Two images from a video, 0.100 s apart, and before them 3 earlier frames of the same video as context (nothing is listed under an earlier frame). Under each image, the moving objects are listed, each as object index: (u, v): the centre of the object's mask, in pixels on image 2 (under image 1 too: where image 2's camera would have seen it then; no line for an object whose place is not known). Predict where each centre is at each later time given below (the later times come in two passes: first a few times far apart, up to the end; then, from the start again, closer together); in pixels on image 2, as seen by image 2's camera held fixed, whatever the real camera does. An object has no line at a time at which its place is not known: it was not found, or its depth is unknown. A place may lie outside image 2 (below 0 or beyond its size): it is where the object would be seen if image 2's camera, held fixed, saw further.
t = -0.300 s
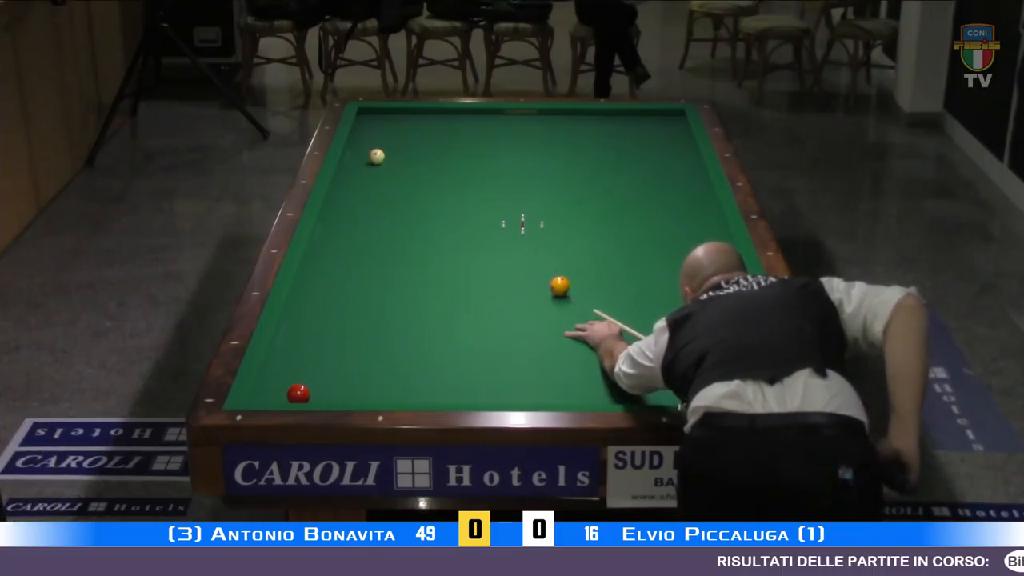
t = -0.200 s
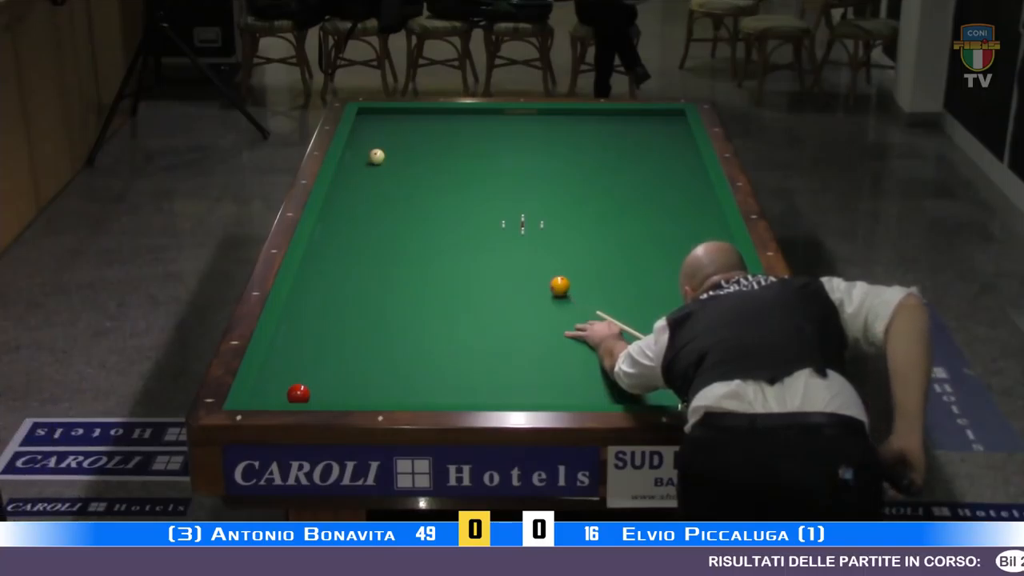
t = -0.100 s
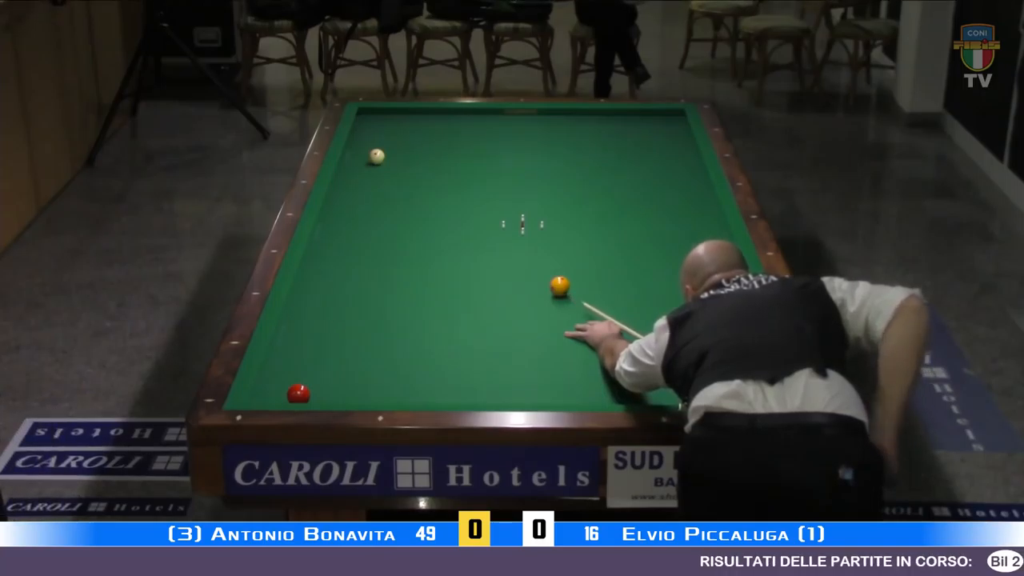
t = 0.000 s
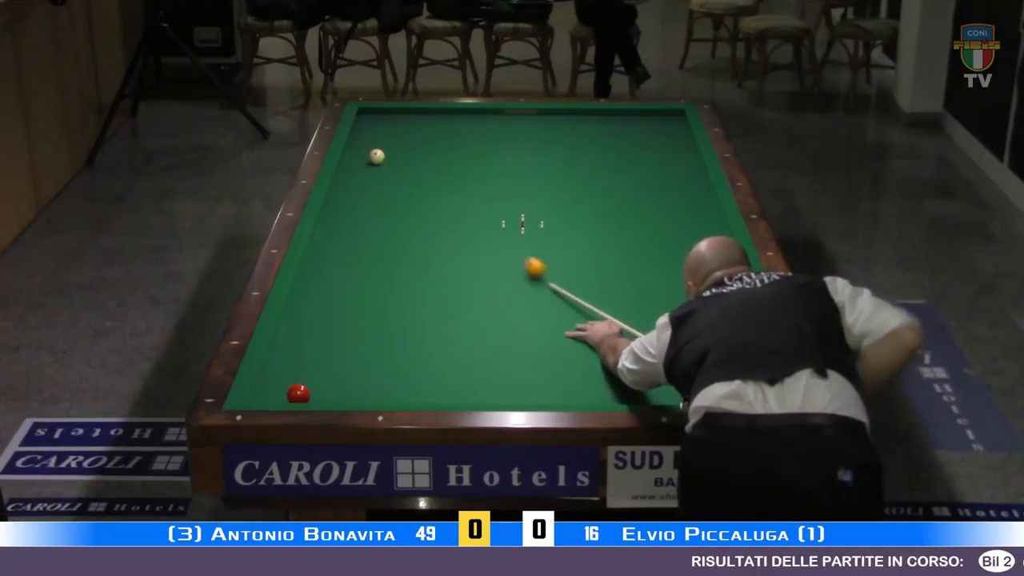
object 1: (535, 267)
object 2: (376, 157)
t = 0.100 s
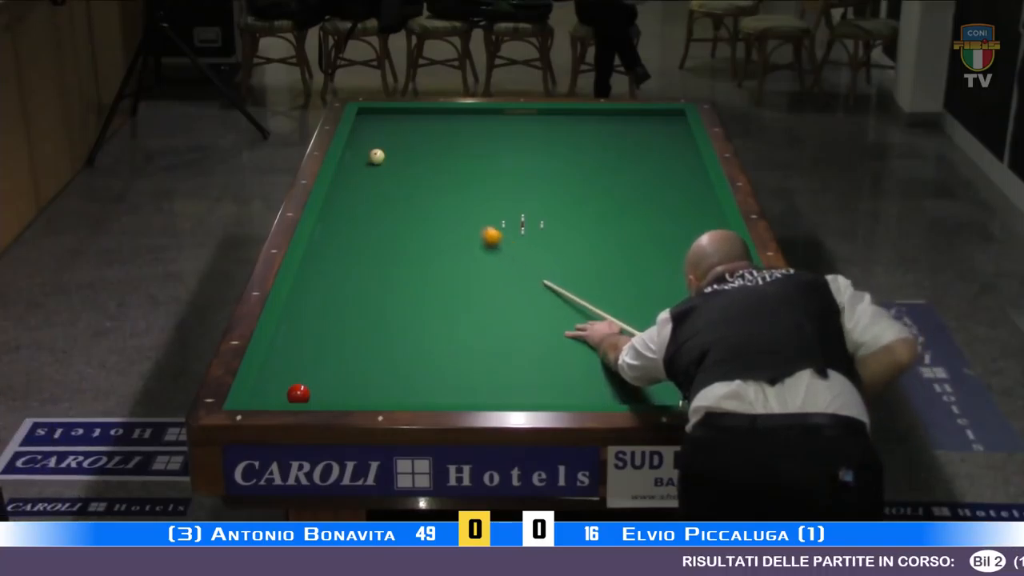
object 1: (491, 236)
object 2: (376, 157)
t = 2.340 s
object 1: (484, 132)
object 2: (680, 157)
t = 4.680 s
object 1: (559, 111)
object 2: (441, 260)
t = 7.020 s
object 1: (581, 115)
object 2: (323, 365)
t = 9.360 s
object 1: (581, 115)
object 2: (389, 383)
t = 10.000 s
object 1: (581, 115)
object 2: (399, 379)
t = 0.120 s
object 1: (483, 231)
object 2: (376, 157)
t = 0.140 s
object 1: (476, 225)
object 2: (376, 157)
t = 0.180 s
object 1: (461, 215)
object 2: (376, 157)
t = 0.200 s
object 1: (454, 210)
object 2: (376, 157)
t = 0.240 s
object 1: (441, 201)
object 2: (376, 157)
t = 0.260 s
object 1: (435, 196)
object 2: (376, 157)
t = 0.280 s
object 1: (428, 192)
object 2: (376, 157)
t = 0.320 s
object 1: (417, 183)
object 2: (376, 157)
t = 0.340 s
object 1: (411, 179)
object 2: (376, 157)
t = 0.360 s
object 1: (406, 175)
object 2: (376, 157)
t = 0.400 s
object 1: (395, 168)
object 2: (376, 157)
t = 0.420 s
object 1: (391, 164)
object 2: (375, 157)
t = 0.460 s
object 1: (386, 160)
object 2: (370, 154)
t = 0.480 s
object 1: (388, 160)
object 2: (364, 151)
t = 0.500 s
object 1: (390, 159)
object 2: (357, 149)
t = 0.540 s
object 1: (392, 159)
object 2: (354, 143)
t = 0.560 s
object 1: (393, 158)
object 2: (360, 142)
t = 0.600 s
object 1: (396, 157)
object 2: (372, 138)
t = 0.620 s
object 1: (397, 157)
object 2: (378, 137)
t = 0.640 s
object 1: (398, 157)
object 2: (383, 135)
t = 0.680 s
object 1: (401, 156)
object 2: (394, 132)
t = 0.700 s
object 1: (402, 156)
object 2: (399, 131)
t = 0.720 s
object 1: (403, 155)
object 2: (404, 129)
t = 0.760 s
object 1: (405, 155)
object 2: (413, 127)
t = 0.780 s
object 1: (406, 154)
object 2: (417, 126)
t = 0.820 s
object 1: (409, 154)
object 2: (426, 123)
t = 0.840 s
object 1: (410, 153)
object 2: (430, 122)
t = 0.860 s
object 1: (411, 153)
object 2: (433, 120)
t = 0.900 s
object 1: (413, 152)
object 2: (441, 118)
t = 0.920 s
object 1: (415, 152)
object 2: (445, 117)
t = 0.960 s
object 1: (417, 151)
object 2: (453, 115)
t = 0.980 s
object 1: (418, 151)
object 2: (456, 114)
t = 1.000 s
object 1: (419, 151)
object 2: (460, 113)
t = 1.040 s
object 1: (421, 150)
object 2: (467, 111)
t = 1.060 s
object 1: (422, 150)
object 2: (471, 111)
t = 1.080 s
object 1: (423, 149)
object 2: (475, 112)
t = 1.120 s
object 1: (425, 149)
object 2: (482, 114)
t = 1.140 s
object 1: (427, 148)
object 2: (485, 114)
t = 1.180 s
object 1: (429, 148)
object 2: (493, 116)
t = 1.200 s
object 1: (430, 148)
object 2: (496, 117)
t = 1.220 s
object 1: (431, 147)
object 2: (500, 117)
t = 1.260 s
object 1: (433, 147)
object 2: (507, 118)
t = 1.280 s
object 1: (434, 146)
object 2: (511, 119)
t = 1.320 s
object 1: (436, 146)
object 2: (519, 121)
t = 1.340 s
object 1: (437, 145)
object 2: (522, 121)
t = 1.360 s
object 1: (438, 145)
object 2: (526, 122)
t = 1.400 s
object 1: (440, 145)
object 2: (533, 123)
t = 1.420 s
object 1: (442, 144)
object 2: (537, 124)
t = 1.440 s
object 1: (443, 144)
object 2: (541, 125)
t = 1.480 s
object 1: (445, 143)
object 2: (549, 126)
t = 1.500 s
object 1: (445, 143)
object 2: (552, 127)
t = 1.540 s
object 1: (447, 142)
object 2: (560, 128)
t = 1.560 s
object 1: (448, 142)
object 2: (563, 129)
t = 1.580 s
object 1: (449, 142)
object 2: (567, 129)
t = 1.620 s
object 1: (452, 141)
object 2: (575, 131)
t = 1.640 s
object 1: (453, 141)
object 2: (579, 132)
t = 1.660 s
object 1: (453, 141)
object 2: (582, 132)
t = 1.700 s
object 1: (455, 140)
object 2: (590, 134)
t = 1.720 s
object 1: (456, 140)
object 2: (594, 135)
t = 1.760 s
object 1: (458, 140)
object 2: (602, 136)
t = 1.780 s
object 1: (459, 139)
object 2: (605, 137)
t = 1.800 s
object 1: (460, 139)
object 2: (609, 137)
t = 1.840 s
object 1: (462, 138)
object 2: (617, 139)
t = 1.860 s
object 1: (463, 138)
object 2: (621, 139)
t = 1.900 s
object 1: (465, 137)
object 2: (629, 141)
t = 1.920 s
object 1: (466, 137)
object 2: (633, 142)
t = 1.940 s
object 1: (467, 137)
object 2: (637, 142)
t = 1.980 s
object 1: (469, 136)
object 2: (644, 144)
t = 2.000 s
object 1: (469, 136)
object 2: (648, 144)
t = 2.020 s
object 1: (470, 136)
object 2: (652, 145)
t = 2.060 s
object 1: (472, 136)
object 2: (660, 146)
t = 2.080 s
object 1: (473, 135)
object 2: (664, 147)
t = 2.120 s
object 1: (474, 135)
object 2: (672, 148)
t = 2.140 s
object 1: (475, 135)
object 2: (676, 149)
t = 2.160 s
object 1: (476, 134)
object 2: (680, 150)
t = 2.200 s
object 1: (478, 134)
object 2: (688, 151)
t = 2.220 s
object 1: (479, 134)
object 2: (691, 152)
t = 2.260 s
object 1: (481, 133)
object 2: (689, 154)
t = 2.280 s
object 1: (481, 133)
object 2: (686, 155)
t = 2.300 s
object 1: (482, 133)
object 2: (684, 155)
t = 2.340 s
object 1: (484, 132)
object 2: (680, 157)
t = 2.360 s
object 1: (485, 132)
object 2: (678, 157)
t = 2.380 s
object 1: (486, 132)
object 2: (676, 158)
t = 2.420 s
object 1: (487, 131)
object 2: (672, 160)
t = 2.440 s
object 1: (488, 131)
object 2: (670, 161)
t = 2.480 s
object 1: (490, 130)
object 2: (667, 162)
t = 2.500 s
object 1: (491, 130)
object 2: (665, 163)
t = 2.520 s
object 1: (492, 130)
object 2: (663, 164)
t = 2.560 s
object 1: (493, 129)
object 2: (659, 166)
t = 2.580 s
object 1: (494, 130)
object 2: (657, 166)
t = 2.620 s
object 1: (495, 129)
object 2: (654, 168)
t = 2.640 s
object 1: (496, 129)
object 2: (652, 169)
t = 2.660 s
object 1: (497, 129)
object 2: (650, 170)
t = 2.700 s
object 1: (498, 128)
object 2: (647, 171)
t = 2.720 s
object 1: (499, 128)
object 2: (645, 172)
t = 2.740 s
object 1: (500, 127)
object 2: (643, 173)
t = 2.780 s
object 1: (502, 127)
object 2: (639, 174)
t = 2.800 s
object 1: (503, 127)
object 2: (637, 175)
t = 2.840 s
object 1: (504, 126)
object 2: (633, 177)
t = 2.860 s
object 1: (505, 126)
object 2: (631, 178)
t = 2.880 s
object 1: (505, 126)
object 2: (629, 179)
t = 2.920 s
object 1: (507, 126)
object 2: (626, 180)
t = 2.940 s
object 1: (508, 125)
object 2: (624, 181)
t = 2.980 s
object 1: (509, 125)
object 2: (620, 183)
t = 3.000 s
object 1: (510, 125)
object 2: (618, 184)
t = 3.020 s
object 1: (510, 125)
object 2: (616, 184)
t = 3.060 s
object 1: (512, 124)
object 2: (612, 186)
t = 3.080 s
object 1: (513, 124)
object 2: (610, 187)
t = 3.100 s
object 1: (513, 124)
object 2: (608, 188)
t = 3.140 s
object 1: (515, 123)
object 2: (604, 190)
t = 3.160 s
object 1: (515, 123)
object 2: (602, 190)
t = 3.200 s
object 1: (517, 123)
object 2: (598, 192)
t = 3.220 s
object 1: (518, 122)
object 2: (596, 193)
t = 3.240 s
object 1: (519, 122)
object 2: (594, 194)
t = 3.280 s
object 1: (520, 122)
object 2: (590, 195)
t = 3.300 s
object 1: (521, 122)
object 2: (588, 196)
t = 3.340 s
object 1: (522, 121)
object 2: (584, 198)
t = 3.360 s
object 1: (522, 121)
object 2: (582, 199)
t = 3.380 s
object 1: (523, 121)
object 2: (580, 200)
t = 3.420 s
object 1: (524, 120)
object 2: (576, 202)
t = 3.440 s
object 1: (525, 120)
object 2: (574, 202)
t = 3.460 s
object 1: (526, 120)
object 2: (572, 203)
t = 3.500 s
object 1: (527, 120)
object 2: (568, 204)
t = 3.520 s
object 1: (527, 120)
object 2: (567, 204)
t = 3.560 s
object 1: (529, 119)
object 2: (562, 206)
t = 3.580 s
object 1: (529, 119)
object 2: (560, 208)
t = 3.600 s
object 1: (530, 119)
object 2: (558, 209)
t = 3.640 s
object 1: (531, 119)
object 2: (553, 212)
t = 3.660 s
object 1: (532, 119)
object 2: (550, 214)
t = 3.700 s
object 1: (533, 118)
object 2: (547, 215)
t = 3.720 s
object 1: (534, 118)
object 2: (545, 215)
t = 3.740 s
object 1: (534, 118)
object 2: (543, 216)
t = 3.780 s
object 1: (536, 117)
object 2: (539, 218)
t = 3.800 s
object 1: (536, 117)
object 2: (537, 219)
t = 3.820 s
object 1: (537, 117)
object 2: (534, 219)
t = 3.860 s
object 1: (538, 117)
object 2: (531, 221)
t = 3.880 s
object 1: (538, 117)
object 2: (529, 222)
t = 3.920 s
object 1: (540, 116)
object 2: (524, 224)
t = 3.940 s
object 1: (540, 116)
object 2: (522, 225)
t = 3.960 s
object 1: (541, 116)
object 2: (520, 226)
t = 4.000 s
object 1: (542, 116)
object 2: (516, 228)
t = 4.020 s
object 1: (543, 116)
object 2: (514, 228)
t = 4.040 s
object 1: (543, 116)
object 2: (512, 229)
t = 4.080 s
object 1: (545, 115)
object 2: (507, 231)
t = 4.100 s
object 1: (545, 115)
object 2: (505, 232)
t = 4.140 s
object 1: (546, 115)
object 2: (501, 234)
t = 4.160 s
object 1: (546, 114)
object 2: (499, 235)
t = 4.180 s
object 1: (547, 114)
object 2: (497, 236)
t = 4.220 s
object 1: (548, 114)
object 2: (492, 238)
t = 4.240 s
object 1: (548, 114)
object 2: (490, 239)
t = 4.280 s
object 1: (550, 114)
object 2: (486, 241)
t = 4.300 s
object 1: (550, 113)
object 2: (484, 242)
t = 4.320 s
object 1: (551, 113)
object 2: (481, 243)
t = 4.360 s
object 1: (552, 113)
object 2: (477, 245)
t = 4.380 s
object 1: (552, 113)
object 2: (475, 246)
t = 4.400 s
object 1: (553, 113)
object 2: (473, 247)
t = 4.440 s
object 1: (554, 112)
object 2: (468, 248)
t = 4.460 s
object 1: (554, 112)
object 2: (466, 249)
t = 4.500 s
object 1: (555, 112)
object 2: (462, 251)
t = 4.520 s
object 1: (555, 112)
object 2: (460, 252)
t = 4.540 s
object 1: (556, 112)
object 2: (457, 253)
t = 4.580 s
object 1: (557, 111)
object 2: (453, 255)
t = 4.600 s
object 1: (557, 111)
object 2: (451, 256)
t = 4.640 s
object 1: (558, 111)
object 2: (446, 258)
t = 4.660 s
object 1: (559, 111)
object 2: (444, 259)
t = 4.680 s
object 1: (559, 111)
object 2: (441, 260)
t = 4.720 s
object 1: (560, 111)
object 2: (437, 262)
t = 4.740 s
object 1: (560, 111)
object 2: (435, 263)
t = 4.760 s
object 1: (561, 111)
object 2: (433, 264)
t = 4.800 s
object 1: (561, 111)
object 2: (428, 265)
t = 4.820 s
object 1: (562, 111)
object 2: (426, 266)
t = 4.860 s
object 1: (562, 111)
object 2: (421, 268)
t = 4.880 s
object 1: (563, 111)
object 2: (419, 269)
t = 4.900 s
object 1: (563, 112)
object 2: (417, 270)
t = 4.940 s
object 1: (564, 112)
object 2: (412, 272)
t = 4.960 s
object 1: (564, 112)
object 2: (410, 273)
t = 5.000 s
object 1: (564, 112)
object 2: (405, 275)
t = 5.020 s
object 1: (565, 112)
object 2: (403, 276)
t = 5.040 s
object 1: (565, 112)
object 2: (401, 277)
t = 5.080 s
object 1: (566, 112)
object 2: (396, 279)
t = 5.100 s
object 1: (566, 112)
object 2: (394, 280)
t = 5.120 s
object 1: (567, 112)
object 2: (392, 281)
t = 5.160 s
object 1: (568, 112)
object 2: (387, 283)
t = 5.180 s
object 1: (568, 113)
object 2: (385, 284)
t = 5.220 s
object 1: (568, 113)
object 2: (380, 286)
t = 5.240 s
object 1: (568, 113)
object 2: (378, 287)
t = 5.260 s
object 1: (569, 113)
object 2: (375, 288)
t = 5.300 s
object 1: (569, 113)
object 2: (371, 290)
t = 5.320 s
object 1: (570, 113)
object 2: (369, 291)
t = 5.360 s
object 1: (570, 113)
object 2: (364, 293)
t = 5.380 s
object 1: (570, 113)
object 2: (361, 294)
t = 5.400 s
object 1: (571, 113)
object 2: (359, 295)
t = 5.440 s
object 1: (571, 113)
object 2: (355, 297)
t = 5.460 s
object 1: (571, 113)
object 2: (353, 297)
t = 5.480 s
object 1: (572, 113)
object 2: (350, 299)
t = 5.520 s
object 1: (572, 113)
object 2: (346, 301)
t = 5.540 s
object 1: (572, 113)
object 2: (343, 301)
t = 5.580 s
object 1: (573, 114)
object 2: (338, 303)
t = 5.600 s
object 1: (573, 114)
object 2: (336, 304)
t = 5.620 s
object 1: (573, 114)
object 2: (334, 305)
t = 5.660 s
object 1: (574, 114)
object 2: (329, 307)
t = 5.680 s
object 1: (574, 114)
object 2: (327, 309)
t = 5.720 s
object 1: (574, 114)
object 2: (322, 310)
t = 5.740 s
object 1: (574, 114)
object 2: (320, 311)
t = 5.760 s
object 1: (575, 114)
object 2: (317, 312)
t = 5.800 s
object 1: (575, 114)
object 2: (312, 315)
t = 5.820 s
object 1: (575, 114)
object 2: (310, 316)
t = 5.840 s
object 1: (575, 114)
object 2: (308, 317)
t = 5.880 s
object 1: (576, 115)
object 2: (303, 318)
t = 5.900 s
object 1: (576, 114)
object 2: (301, 319)
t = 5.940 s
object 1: (576, 114)
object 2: (296, 321)
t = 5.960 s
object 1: (576, 115)
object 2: (293, 322)
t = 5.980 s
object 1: (577, 115)
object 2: (291, 323)
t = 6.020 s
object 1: (577, 115)
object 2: (286, 326)
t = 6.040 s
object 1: (578, 115)
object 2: (287, 326)
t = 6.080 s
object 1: (578, 115)
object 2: (290, 328)
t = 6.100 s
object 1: (578, 115)
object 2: (290, 329)
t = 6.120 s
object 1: (578, 115)
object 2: (291, 330)
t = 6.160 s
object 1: (578, 115)
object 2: (292, 331)
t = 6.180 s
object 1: (578, 115)
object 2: (293, 332)
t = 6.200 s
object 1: (578, 115)
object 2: (293, 333)
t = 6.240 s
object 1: (579, 115)
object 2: (295, 334)
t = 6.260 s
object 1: (579, 115)
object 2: (296, 335)
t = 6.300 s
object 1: (579, 115)
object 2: (297, 337)
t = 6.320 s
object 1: (579, 115)
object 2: (298, 338)
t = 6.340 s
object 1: (579, 115)
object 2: (298, 338)
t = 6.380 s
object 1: (579, 115)
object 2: (300, 340)
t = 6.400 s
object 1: (580, 115)
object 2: (301, 341)
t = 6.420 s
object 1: (580, 115)
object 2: (301, 342)
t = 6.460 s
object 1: (580, 115)
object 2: (303, 343)
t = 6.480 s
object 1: (580, 115)
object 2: (304, 344)
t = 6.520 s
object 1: (580, 115)
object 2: (305, 345)
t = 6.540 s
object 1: (580, 115)
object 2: (306, 346)
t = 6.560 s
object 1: (580, 115)
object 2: (306, 347)
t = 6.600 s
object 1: (580, 115)
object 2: (308, 348)
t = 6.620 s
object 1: (581, 115)
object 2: (309, 349)
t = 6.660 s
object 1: (581, 115)
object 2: (310, 351)
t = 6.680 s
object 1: (581, 115)
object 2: (311, 352)
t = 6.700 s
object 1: (581, 115)
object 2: (312, 353)
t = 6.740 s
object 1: (581, 115)
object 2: (313, 354)
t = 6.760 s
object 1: (581, 115)
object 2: (314, 355)
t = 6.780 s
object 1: (581, 115)
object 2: (314, 356)
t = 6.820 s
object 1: (581, 115)
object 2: (316, 357)
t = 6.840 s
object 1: (581, 115)
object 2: (316, 358)
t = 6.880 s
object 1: (581, 115)
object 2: (318, 359)
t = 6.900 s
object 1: (581, 115)
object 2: (319, 360)
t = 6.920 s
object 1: (581, 115)
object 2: (319, 361)
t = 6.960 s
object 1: (581, 115)
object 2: (321, 363)
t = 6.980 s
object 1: (581, 115)
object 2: (321, 363)
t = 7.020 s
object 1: (581, 115)
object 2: (323, 365)
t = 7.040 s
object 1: (581, 115)
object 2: (324, 365)
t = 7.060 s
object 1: (581, 115)
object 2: (324, 366)
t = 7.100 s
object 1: (581, 115)
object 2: (326, 368)
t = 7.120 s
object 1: (581, 115)
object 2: (326, 369)
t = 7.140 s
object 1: (581, 115)
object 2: (327, 370)
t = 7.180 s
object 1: (581, 115)
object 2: (328, 371)
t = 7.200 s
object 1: (581, 115)
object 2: (329, 372)
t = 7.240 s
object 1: (581, 115)
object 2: (330, 373)
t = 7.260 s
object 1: (581, 115)
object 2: (331, 374)
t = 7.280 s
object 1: (581, 115)
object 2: (332, 374)
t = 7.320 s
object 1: (581, 115)
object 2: (333, 376)
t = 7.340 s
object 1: (581, 115)
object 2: (334, 377)
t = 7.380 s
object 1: (581, 115)
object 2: (335, 378)
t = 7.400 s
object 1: (581, 115)
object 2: (336, 379)
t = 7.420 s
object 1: (581, 115)
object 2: (337, 380)
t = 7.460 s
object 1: (581, 115)
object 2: (338, 382)
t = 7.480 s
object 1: (581, 115)
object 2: (339, 382)
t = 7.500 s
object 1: (581, 115)
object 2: (340, 383)
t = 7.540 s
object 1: (581, 115)
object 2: (341, 384)
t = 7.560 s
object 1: (581, 115)
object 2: (342, 385)
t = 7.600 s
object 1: (581, 115)
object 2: (343, 386)
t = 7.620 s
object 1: (581, 115)
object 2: (344, 387)
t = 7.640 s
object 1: (581, 115)
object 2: (344, 388)
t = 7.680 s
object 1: (581, 115)
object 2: (345, 389)
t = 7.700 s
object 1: (581, 115)
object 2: (346, 390)
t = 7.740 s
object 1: (581, 115)
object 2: (347, 390)
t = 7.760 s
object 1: (581, 115)
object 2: (348, 391)
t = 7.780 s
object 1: (581, 115)
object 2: (349, 392)
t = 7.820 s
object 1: (581, 115)
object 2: (350, 392)
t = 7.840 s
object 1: (581, 115)
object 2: (351, 393)
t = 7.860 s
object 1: (581, 115)
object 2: (352, 393)
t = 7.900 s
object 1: (581, 115)
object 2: (353, 394)
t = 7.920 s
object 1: (581, 115)
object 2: (354, 395)
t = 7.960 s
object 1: (581, 116)
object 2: (355, 396)
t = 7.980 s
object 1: (581, 115)
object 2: (356, 396)
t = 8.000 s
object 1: (581, 115)
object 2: (357, 396)
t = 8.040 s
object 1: (581, 115)
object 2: (358, 397)
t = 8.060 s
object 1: (581, 115)
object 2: (359, 397)
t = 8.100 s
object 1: (581, 115)
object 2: (360, 397)
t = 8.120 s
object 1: (581, 115)
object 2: (360, 396)
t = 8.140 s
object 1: (581, 116)
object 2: (361, 396)
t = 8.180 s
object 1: (581, 115)
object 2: (362, 396)
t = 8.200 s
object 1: (581, 115)
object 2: (363, 395)
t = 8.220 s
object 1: (581, 115)
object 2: (363, 395)
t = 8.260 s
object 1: (581, 115)
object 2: (364, 395)
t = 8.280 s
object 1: (581, 115)
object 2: (365, 394)
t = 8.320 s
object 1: (581, 115)
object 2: (366, 394)
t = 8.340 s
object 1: (581, 116)
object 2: (366, 393)
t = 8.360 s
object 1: (581, 115)
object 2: (367, 393)
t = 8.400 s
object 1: (581, 115)
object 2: (368, 393)
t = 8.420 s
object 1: (581, 116)
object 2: (369, 393)
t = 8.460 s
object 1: (580, 115)
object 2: (370, 393)
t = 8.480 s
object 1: (578, 113)
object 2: (371, 392)
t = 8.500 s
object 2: (371, 392)
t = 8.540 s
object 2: (372, 392)
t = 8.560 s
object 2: (372, 392)
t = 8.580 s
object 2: (372, 392)
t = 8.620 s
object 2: (374, 392)
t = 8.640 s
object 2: (374, 392)
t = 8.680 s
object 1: (581, 114)
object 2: (375, 391)
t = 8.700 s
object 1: (581, 115)
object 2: (375, 391)
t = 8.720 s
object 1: (581, 115)
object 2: (375, 391)
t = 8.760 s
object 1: (581, 115)
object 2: (376, 390)
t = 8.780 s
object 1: (581, 115)
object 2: (381, 386)
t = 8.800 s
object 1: (581, 115)
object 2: (379, 389)
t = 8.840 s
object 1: (581, 115)
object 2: (378, 390)
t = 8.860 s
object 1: (581, 115)
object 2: (376, 390)
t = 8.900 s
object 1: (581, 115)
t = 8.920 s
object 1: (581, 115)
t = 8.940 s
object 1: (581, 115)
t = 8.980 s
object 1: (581, 115)
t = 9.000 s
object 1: (581, 115)
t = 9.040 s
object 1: (581, 115)
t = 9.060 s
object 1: (581, 115)
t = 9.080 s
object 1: (581, 115)
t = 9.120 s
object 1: (581, 115)
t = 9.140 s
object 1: (581, 115)
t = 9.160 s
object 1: (581, 115)
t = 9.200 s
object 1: (581, 115)
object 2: (392, 384)
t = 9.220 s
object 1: (581, 115)
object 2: (388, 383)
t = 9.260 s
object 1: (581, 115)
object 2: (388, 384)
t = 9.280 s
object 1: (581, 115)
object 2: (388, 384)
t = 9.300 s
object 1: (581, 115)
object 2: (388, 384)
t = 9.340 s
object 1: (581, 115)
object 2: (389, 383)
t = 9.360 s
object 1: (581, 115)
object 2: (389, 383)
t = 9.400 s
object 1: (581, 115)
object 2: (390, 383)
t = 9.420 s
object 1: (581, 115)
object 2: (390, 383)
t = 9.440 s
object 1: (581, 115)
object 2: (390, 383)
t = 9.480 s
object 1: (581, 115)
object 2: (391, 382)
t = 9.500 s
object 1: (581, 115)
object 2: (392, 382)
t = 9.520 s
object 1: (581, 115)
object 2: (392, 382)
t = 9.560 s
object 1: (581, 115)
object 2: (392, 382)
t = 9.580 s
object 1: (581, 115)
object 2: (393, 381)
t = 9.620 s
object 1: (581, 115)
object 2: (393, 381)
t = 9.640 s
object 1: (581, 115)
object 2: (394, 381)
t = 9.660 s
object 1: (581, 115)
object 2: (394, 381)
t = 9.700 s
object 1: (581, 115)
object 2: (395, 380)
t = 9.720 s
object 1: (581, 115)
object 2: (395, 380)
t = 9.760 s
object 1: (581, 115)
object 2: (396, 380)
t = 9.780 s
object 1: (581, 115)
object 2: (396, 380)
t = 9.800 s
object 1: (581, 115)
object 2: (396, 380)
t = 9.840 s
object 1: (581, 115)
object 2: (396, 380)
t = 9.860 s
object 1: (581, 115)
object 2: (397, 379)
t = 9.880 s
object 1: (581, 115)
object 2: (397, 379)
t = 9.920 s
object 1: (581, 115)
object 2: (398, 379)
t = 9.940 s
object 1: (581, 115)
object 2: (398, 379)
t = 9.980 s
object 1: (581, 115)
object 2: (398, 379)
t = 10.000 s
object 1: (581, 115)
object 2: (399, 379)
